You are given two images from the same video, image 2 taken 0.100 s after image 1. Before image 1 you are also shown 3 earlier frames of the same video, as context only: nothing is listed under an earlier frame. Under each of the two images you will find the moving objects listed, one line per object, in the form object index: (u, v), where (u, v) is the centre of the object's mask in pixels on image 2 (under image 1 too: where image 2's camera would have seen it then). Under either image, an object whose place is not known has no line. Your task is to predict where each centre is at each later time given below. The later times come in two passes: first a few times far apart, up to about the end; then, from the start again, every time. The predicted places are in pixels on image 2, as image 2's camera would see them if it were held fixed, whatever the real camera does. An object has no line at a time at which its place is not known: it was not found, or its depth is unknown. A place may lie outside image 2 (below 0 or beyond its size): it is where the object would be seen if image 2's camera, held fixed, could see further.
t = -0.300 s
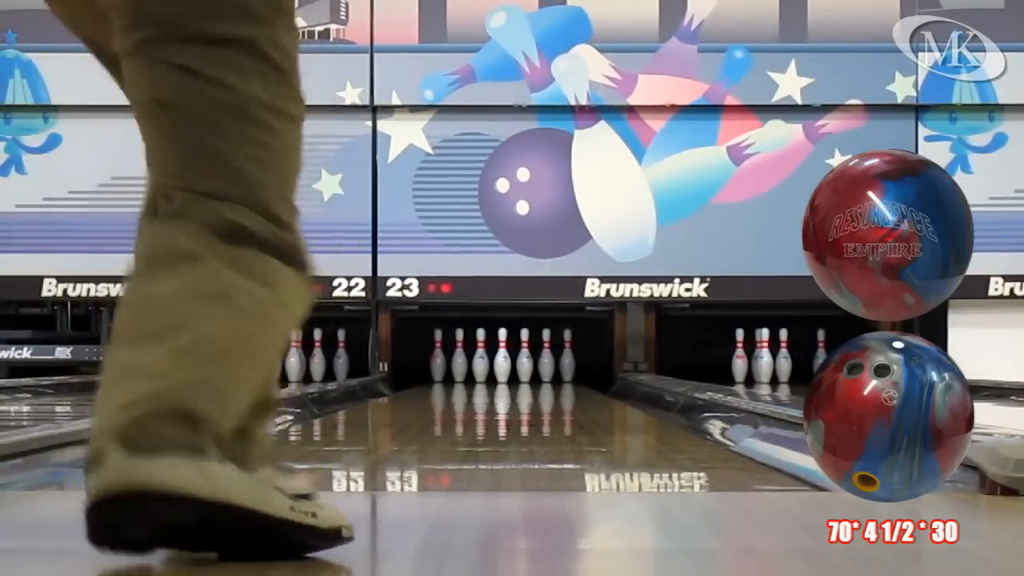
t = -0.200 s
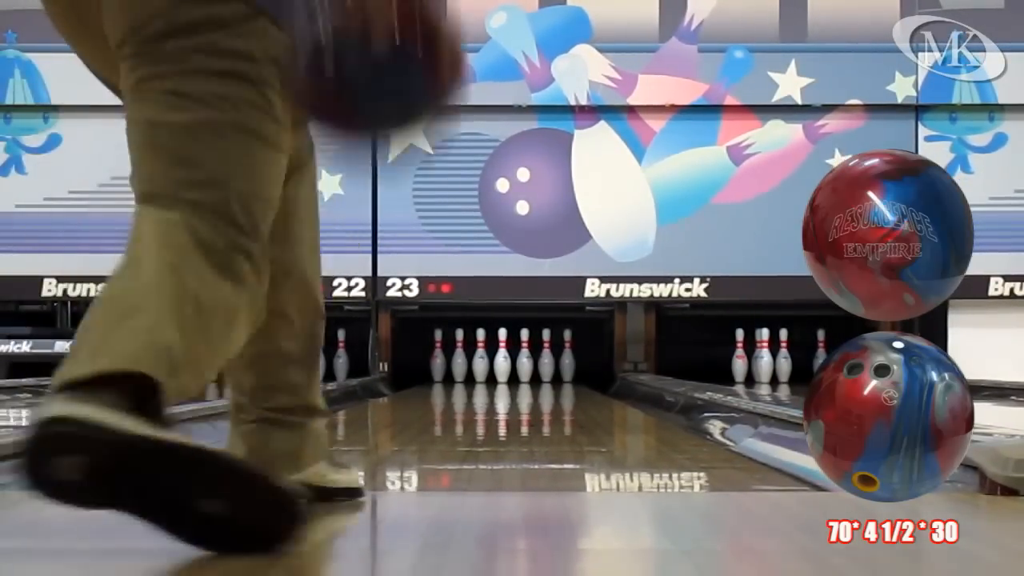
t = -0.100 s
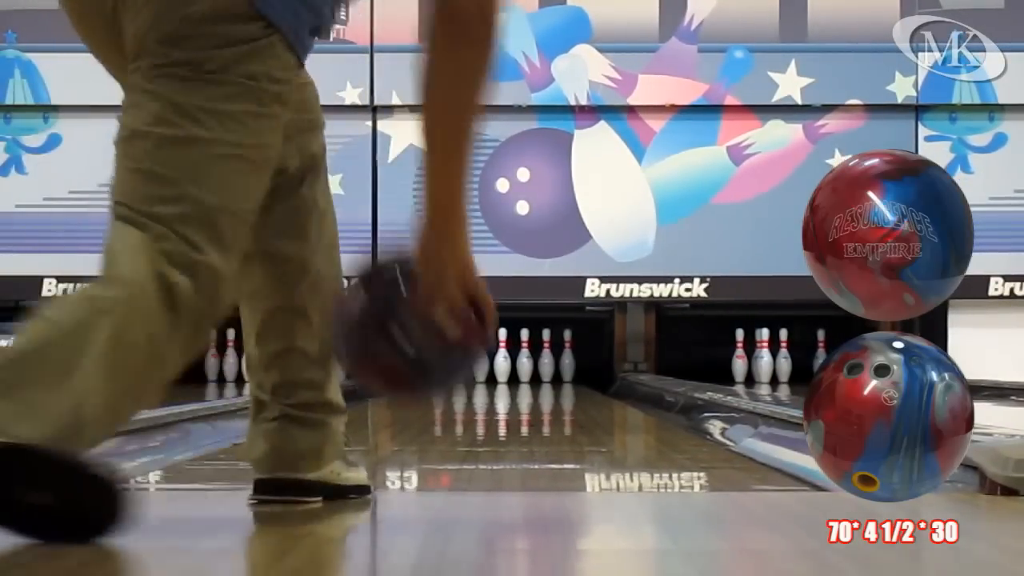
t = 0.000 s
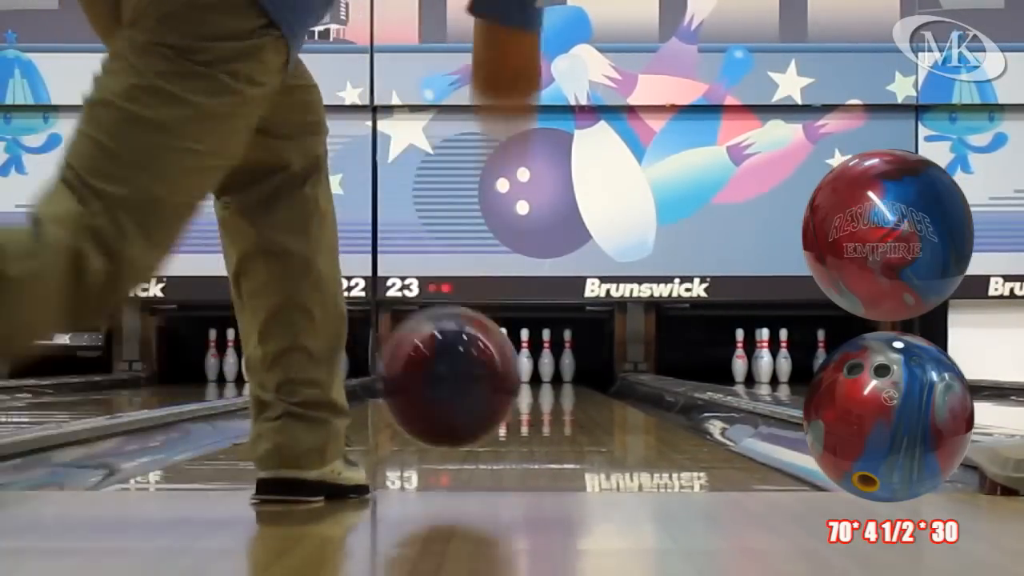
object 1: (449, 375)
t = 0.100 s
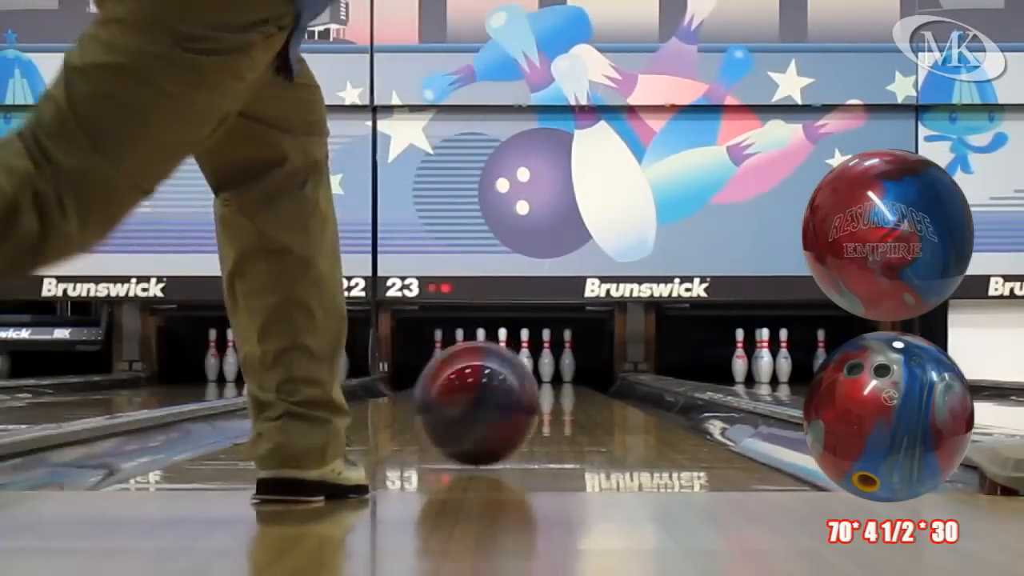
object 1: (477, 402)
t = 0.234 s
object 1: (505, 399)
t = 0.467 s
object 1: (538, 390)
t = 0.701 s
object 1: (558, 385)
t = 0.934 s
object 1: (571, 381)
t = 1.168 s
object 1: (578, 377)
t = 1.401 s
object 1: (581, 375)
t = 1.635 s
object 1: (581, 373)
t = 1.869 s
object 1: (577, 372)
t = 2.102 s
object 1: (566, 370)
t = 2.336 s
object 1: (549, 370)
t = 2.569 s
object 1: (527, 369)
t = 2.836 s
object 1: (513, 367)
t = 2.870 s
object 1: (513, 368)
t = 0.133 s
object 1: (484, 401)
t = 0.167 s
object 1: (491, 402)
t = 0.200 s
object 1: (498, 401)
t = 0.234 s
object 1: (505, 399)
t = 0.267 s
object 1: (511, 398)
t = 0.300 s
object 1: (515, 397)
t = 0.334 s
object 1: (521, 395)
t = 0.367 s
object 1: (525, 394)
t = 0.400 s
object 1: (530, 393)
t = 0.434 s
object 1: (534, 391)
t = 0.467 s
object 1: (538, 390)
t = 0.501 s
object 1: (541, 390)
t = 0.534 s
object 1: (544, 389)
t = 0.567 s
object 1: (547, 388)
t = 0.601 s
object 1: (550, 387)
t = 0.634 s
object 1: (553, 387)
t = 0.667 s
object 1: (556, 386)
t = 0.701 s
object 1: (558, 385)
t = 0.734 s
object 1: (560, 384)
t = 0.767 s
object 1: (563, 384)
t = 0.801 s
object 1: (564, 383)
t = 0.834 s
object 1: (566, 383)
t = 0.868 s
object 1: (568, 382)
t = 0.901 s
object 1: (569, 381)
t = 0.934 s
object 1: (571, 381)
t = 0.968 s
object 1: (573, 380)
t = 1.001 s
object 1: (574, 380)
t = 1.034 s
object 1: (575, 379)
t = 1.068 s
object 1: (576, 379)
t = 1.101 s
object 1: (577, 378)
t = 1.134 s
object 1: (578, 378)
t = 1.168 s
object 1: (578, 377)
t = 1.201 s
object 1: (579, 377)
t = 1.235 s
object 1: (580, 376)
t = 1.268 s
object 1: (580, 376)
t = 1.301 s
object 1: (580, 376)
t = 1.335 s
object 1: (581, 375)
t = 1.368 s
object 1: (581, 375)
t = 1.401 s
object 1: (581, 375)
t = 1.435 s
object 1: (581, 375)
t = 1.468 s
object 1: (581, 374)
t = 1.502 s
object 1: (581, 374)
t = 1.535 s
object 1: (582, 374)
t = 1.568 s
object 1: (582, 374)
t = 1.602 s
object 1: (581, 373)
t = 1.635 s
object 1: (581, 373)
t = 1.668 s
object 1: (580, 373)
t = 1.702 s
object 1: (580, 373)
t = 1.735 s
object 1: (580, 373)
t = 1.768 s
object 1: (579, 373)
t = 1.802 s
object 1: (579, 372)
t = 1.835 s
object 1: (578, 372)
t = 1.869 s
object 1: (577, 372)
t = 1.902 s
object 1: (576, 372)
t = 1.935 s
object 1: (575, 371)
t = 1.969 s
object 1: (574, 371)
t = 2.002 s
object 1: (572, 371)
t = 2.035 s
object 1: (570, 370)
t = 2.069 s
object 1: (568, 370)
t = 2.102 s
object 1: (566, 370)
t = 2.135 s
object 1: (564, 370)
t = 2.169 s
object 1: (562, 370)
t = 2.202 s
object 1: (560, 370)
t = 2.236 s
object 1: (558, 369)
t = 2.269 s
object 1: (555, 370)
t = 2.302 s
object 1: (552, 370)
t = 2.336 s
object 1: (549, 370)
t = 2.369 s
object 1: (546, 370)
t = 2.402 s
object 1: (543, 370)
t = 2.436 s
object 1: (540, 369)
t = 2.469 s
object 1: (536, 368)
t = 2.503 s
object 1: (533, 368)
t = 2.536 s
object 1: (530, 368)
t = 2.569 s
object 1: (527, 369)
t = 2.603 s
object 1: (525, 368)
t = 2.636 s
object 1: (523, 368)
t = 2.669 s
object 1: (520, 368)
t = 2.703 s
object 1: (516, 368)
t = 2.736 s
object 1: (515, 367)
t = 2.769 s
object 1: (516, 367)
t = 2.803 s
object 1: (515, 367)
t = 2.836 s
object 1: (513, 367)
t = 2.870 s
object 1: (513, 368)
